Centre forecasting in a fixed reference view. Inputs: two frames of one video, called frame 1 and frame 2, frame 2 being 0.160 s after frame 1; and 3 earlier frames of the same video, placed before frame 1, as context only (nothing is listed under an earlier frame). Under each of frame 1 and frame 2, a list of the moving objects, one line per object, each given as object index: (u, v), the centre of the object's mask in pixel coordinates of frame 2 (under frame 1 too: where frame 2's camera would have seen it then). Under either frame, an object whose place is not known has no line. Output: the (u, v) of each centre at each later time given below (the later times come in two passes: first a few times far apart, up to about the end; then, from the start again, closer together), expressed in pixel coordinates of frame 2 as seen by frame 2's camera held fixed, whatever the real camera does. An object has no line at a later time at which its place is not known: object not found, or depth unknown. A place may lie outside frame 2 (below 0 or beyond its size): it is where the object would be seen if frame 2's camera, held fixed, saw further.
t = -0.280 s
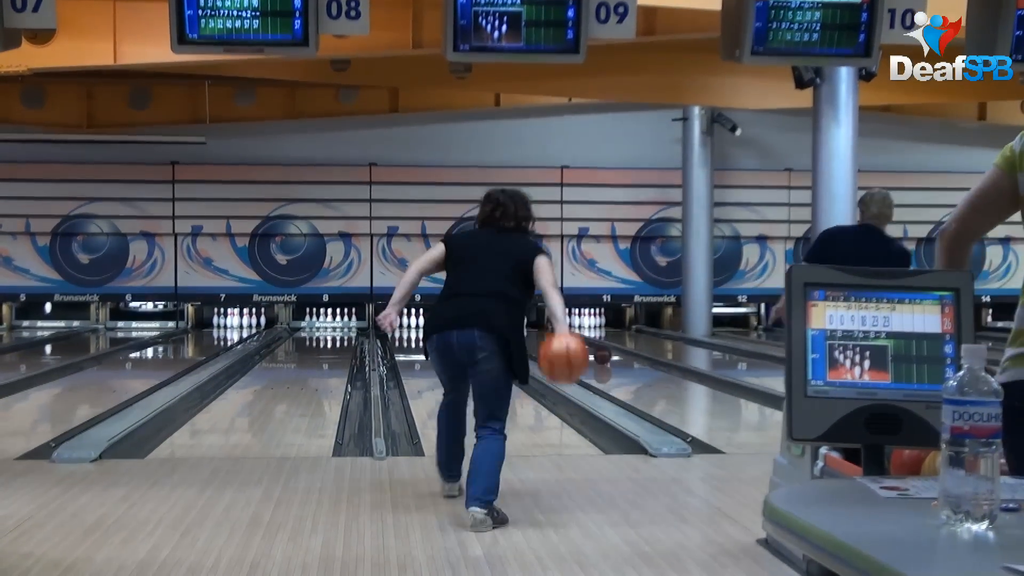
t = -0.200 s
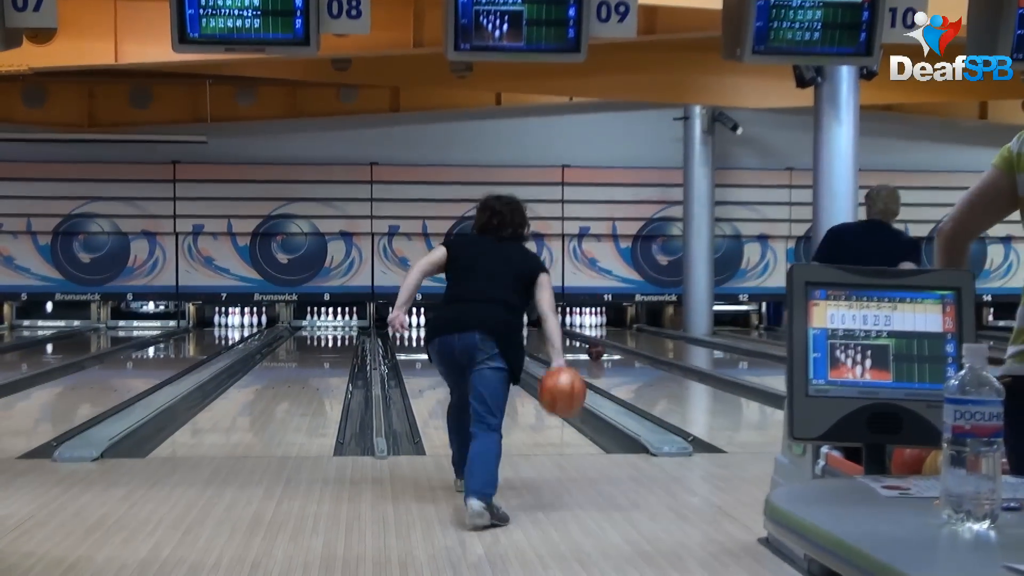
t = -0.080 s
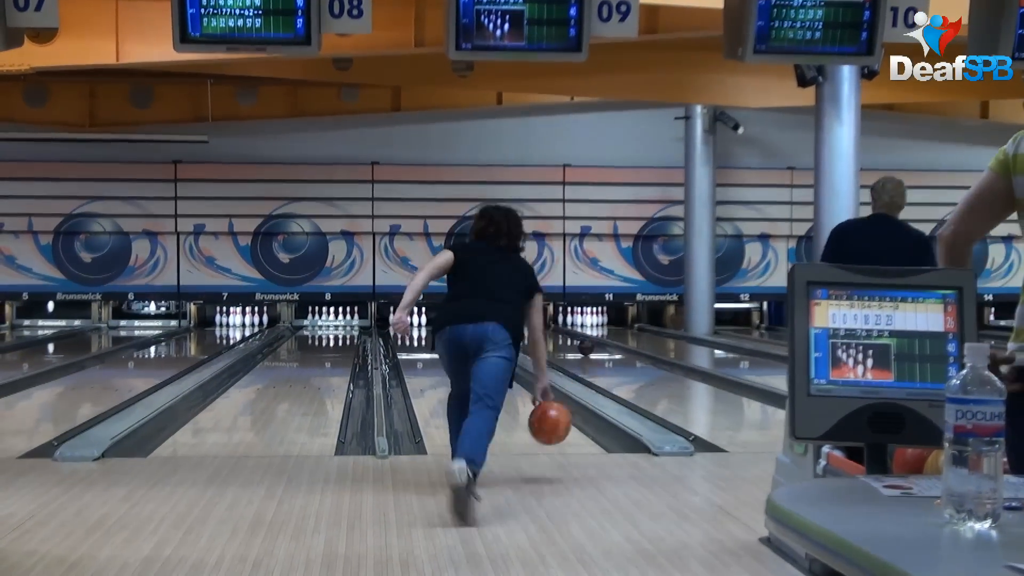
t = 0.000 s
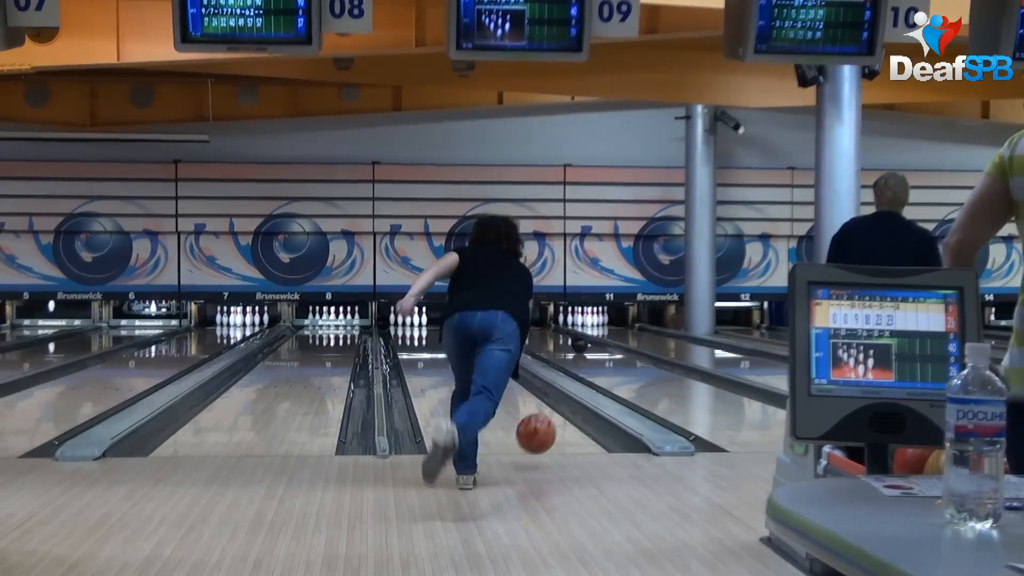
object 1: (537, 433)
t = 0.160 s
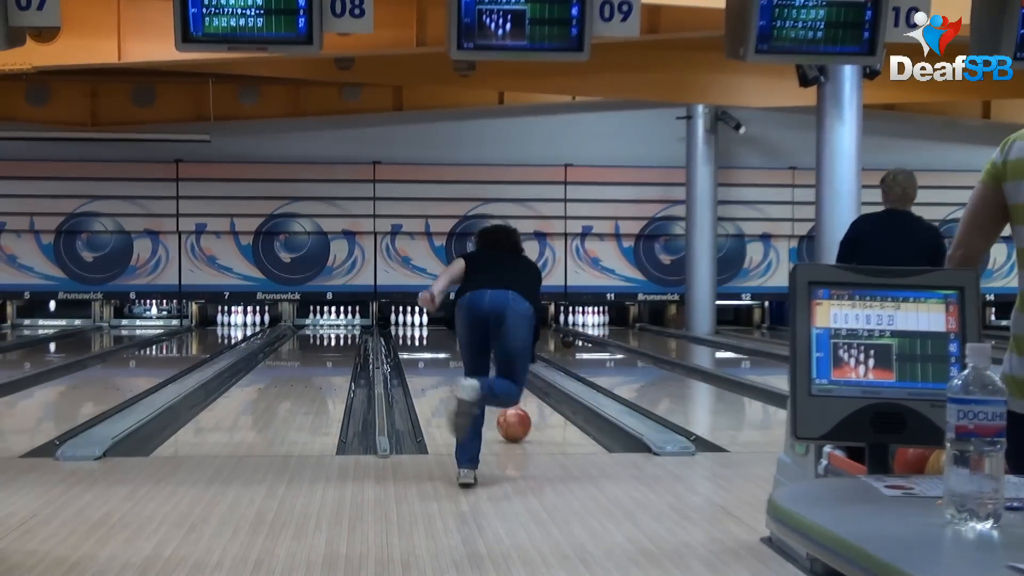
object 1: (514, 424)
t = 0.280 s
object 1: (502, 410)
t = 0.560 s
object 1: (478, 386)
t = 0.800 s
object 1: (464, 371)
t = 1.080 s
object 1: (452, 359)
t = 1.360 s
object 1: (442, 349)
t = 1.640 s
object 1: (433, 342)
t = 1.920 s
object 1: (428, 336)
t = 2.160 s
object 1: (424, 332)
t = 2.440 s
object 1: (418, 327)
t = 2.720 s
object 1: (411, 328)
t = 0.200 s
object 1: (510, 421)
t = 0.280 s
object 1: (502, 410)
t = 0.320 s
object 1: (502, 408)
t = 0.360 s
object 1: (503, 406)
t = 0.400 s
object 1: (482, 394)
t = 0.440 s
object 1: (484, 394)
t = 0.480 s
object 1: (484, 392)
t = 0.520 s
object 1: (481, 389)
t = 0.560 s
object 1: (478, 386)
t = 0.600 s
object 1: (475, 384)
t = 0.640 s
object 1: (473, 380)
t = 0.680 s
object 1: (471, 378)
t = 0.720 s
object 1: (468, 376)
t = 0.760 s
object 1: (466, 373)
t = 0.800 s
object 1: (464, 371)
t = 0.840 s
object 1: (462, 370)
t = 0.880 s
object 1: (459, 368)
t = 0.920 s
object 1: (458, 366)
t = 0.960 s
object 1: (456, 364)
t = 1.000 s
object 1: (454, 362)
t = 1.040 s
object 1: (453, 360)
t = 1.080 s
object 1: (452, 359)
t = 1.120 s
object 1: (450, 357)
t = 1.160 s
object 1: (448, 356)
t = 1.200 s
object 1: (447, 354)
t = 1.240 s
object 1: (446, 353)
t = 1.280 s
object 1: (445, 352)
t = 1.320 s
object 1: (444, 351)
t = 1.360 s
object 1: (442, 349)
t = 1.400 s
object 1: (440, 348)
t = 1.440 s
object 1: (438, 346)
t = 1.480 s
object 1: (437, 346)
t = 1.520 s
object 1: (436, 345)
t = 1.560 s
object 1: (435, 343)
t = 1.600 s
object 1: (434, 343)
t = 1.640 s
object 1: (433, 342)
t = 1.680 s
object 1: (432, 340)
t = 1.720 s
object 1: (432, 340)
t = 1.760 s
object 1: (431, 339)
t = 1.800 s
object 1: (429, 338)
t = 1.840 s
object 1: (429, 338)
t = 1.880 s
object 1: (428, 337)
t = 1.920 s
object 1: (428, 336)
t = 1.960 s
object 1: (427, 335)
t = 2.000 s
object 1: (426, 335)
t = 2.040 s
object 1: (425, 334)
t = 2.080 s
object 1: (425, 334)
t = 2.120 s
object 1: (425, 333)
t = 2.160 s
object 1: (424, 332)
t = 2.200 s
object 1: (424, 332)
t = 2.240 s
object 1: (423, 331)
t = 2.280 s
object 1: (423, 330)
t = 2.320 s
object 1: (422, 329)
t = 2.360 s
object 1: (421, 328)
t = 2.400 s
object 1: (419, 327)
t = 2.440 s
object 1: (418, 327)
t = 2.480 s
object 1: (417, 327)
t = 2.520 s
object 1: (416, 327)
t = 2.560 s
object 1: (415, 327)
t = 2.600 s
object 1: (414, 327)
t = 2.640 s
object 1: (413, 327)
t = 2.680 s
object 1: (412, 328)
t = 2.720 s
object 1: (411, 328)
